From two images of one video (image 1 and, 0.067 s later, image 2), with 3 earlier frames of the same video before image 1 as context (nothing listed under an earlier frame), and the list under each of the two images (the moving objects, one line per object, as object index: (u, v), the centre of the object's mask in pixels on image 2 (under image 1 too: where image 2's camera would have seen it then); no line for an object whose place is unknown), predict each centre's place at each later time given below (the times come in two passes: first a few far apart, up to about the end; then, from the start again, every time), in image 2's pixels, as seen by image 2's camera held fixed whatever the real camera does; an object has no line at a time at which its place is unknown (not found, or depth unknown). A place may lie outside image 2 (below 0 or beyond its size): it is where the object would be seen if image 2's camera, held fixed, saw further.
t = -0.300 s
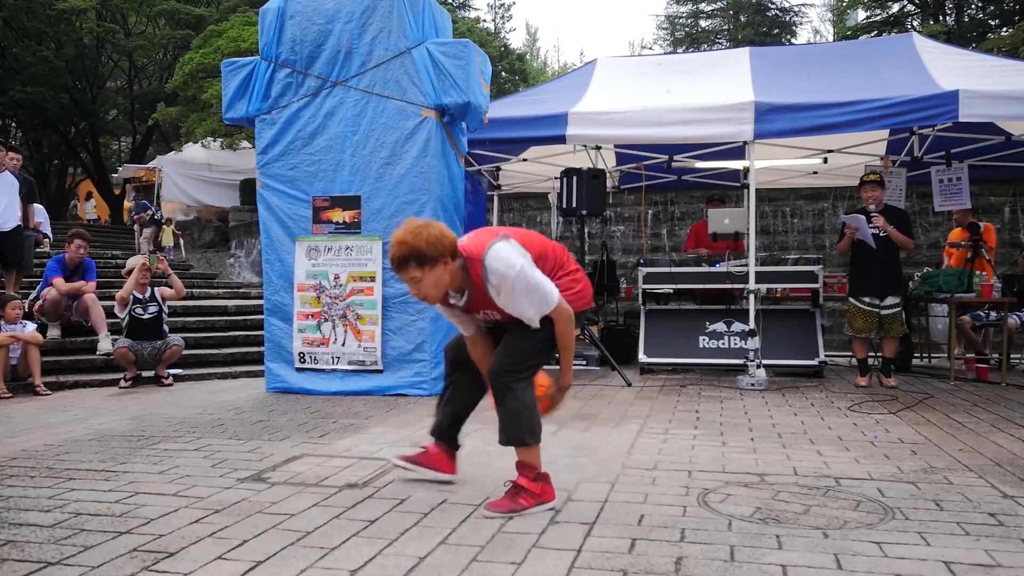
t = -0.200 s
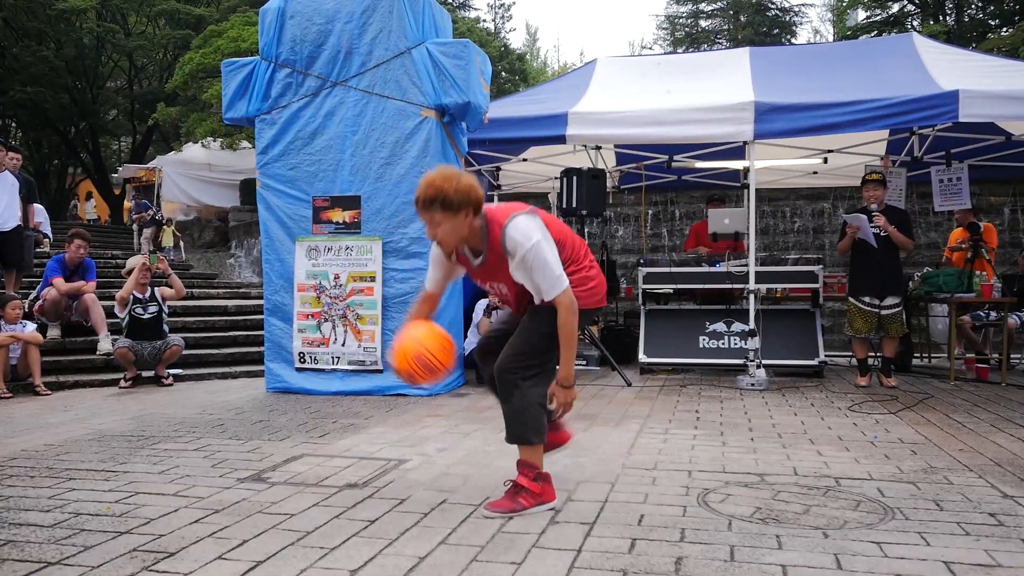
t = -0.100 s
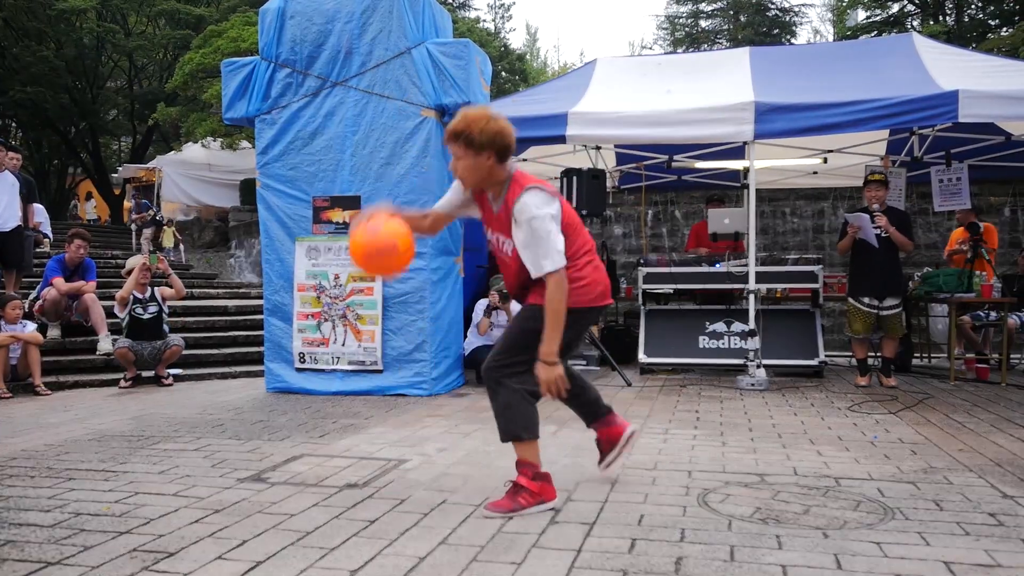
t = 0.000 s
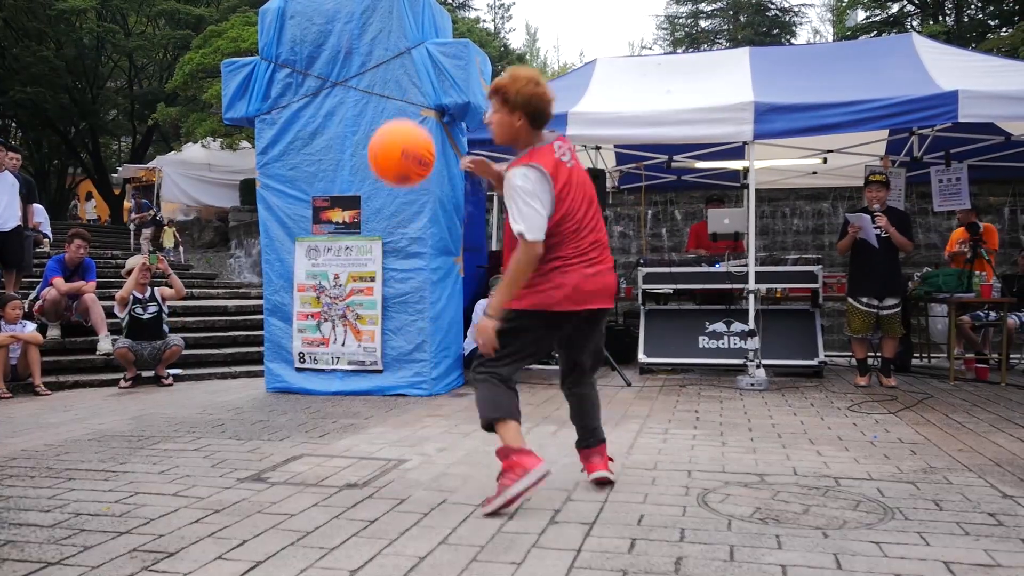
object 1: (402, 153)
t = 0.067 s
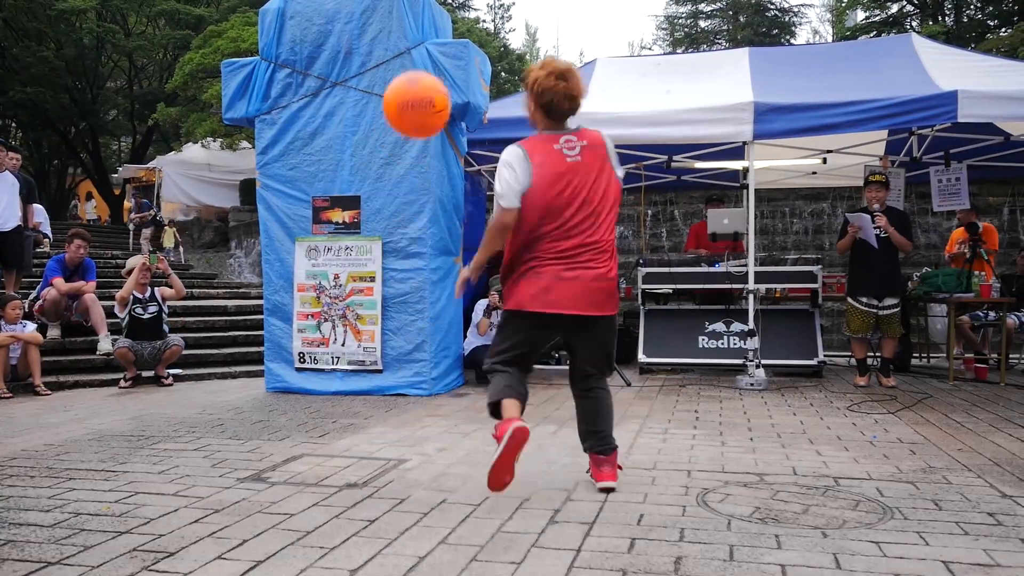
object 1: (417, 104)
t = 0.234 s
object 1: (456, 33)
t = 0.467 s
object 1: (513, 56)
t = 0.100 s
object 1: (425, 85)
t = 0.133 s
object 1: (432, 68)
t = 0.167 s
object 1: (440, 53)
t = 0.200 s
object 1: (448, 41)
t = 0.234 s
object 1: (456, 33)
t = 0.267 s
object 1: (464, 29)
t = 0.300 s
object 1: (472, 27)
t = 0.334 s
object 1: (480, 27)
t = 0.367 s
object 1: (488, 29)
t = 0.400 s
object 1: (497, 33)
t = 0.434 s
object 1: (505, 43)
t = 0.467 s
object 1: (513, 56)
